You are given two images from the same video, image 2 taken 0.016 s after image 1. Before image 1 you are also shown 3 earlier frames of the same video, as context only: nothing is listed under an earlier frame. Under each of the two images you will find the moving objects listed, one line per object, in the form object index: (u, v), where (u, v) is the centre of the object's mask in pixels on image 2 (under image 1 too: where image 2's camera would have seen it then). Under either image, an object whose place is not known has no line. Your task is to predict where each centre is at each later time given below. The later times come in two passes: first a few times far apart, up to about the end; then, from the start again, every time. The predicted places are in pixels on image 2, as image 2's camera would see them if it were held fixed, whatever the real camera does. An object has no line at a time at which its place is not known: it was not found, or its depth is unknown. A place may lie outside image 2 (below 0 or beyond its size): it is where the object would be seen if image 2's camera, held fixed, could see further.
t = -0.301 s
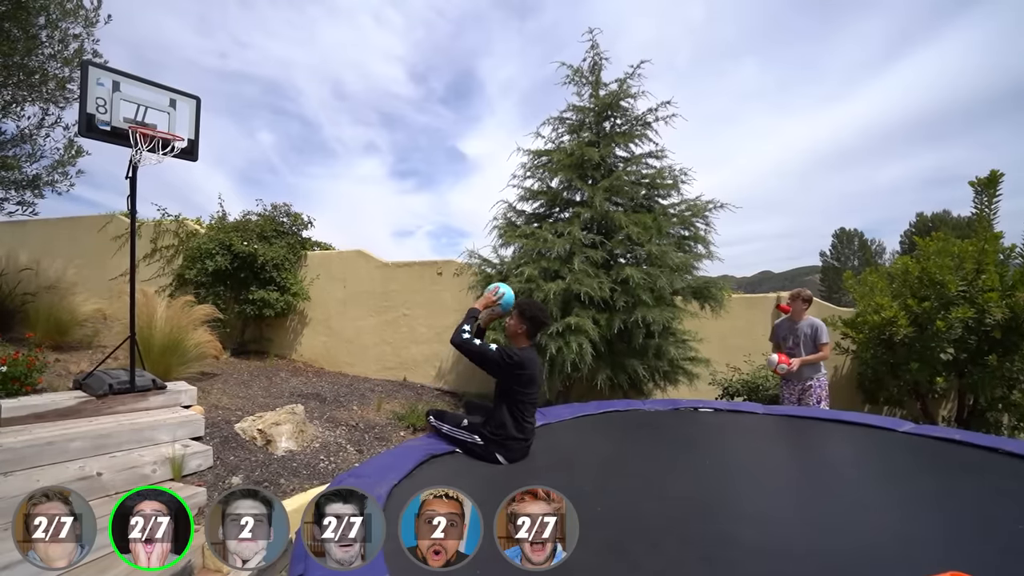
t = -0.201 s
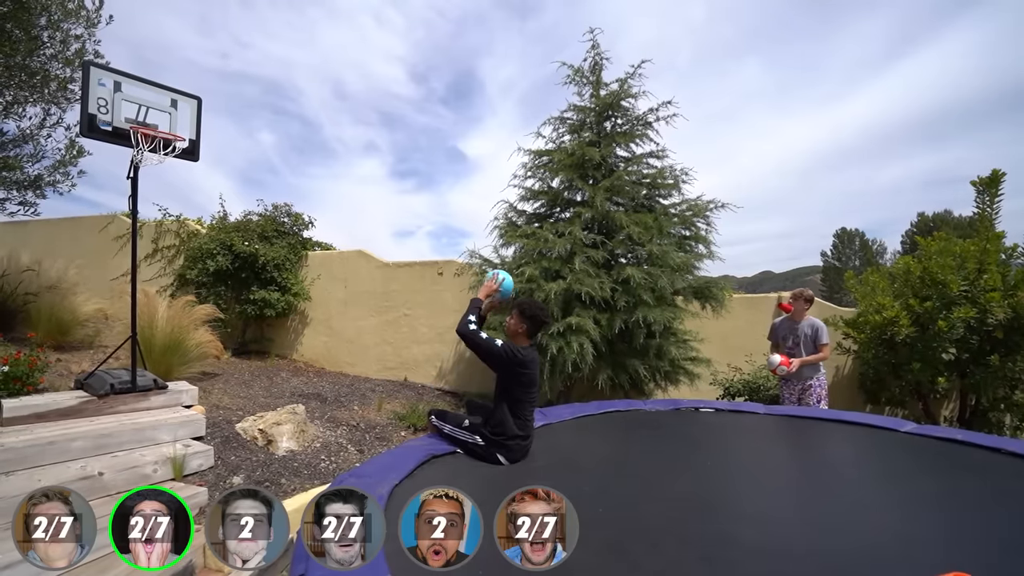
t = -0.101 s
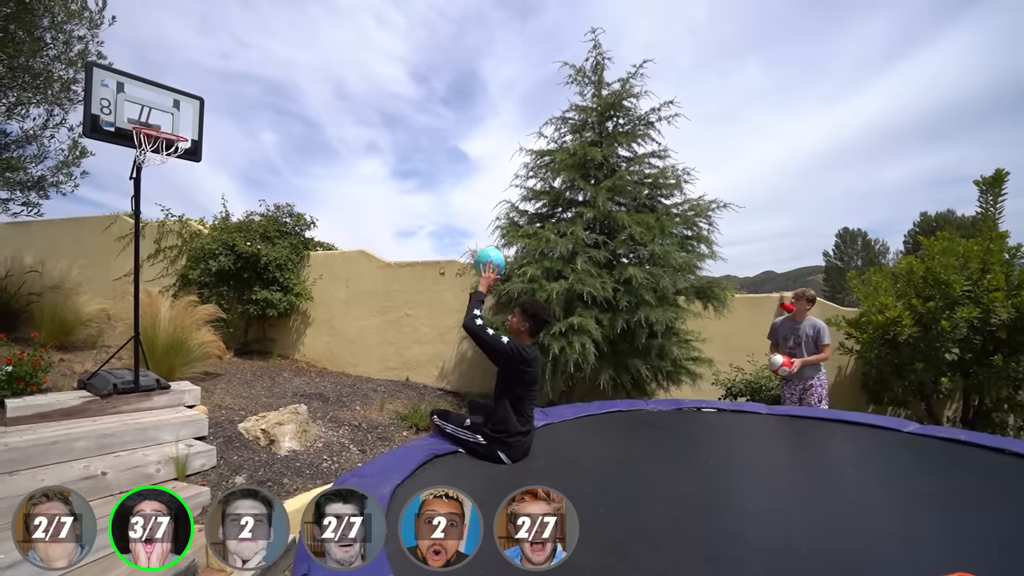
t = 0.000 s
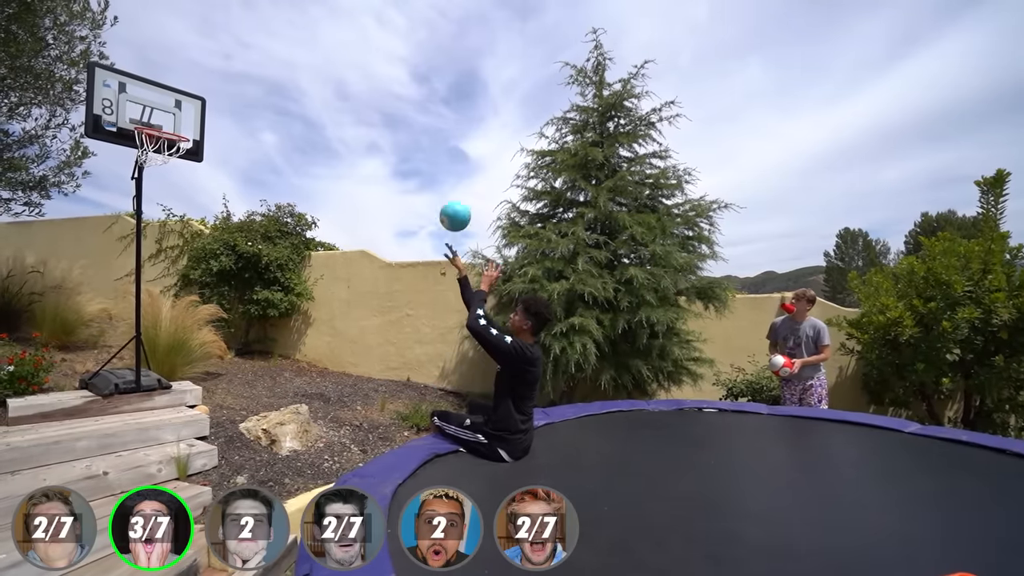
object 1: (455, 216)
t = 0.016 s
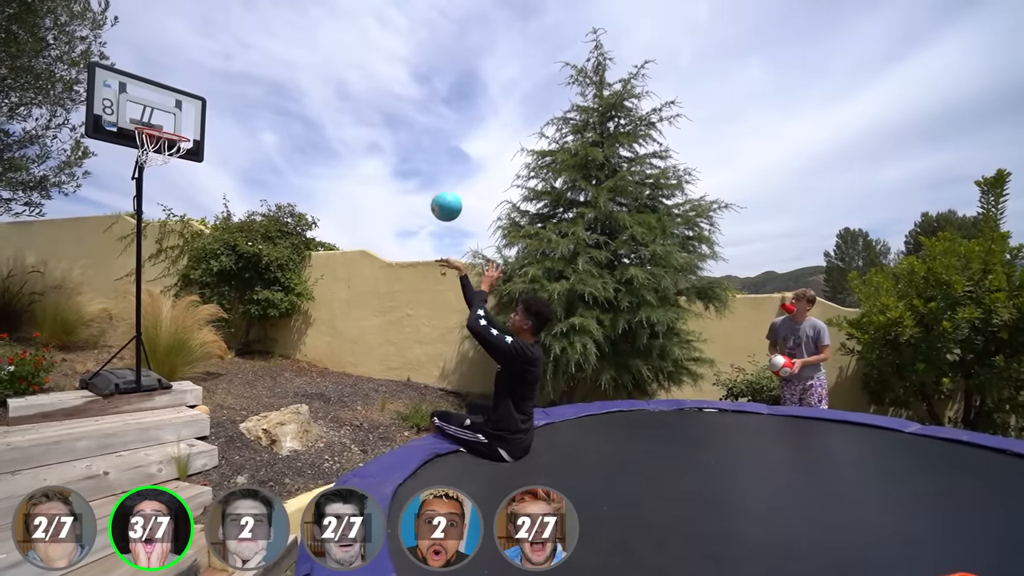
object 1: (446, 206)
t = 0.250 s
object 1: (332, 117)
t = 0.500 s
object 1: (225, 107)
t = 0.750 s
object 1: (152, 159)
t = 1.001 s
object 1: (131, 286)
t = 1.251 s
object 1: (112, 365)
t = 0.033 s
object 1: (437, 196)
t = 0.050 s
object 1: (429, 187)
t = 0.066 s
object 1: (421, 179)
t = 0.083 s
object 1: (412, 171)
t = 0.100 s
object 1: (404, 164)
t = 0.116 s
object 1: (395, 157)
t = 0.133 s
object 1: (387, 150)
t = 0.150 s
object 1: (379, 144)
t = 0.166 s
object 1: (371, 139)
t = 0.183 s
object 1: (363, 134)
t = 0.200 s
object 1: (355, 129)
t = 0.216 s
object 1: (348, 125)
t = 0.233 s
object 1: (340, 121)
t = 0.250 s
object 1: (332, 117)
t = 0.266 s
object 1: (325, 114)
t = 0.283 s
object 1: (317, 112)
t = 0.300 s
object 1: (310, 109)
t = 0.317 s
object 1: (302, 107)
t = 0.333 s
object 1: (295, 106)
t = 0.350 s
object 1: (288, 104)
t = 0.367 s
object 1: (281, 103)
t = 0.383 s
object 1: (273, 102)
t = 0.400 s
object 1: (266, 102)
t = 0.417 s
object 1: (260, 102)
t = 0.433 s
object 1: (253, 102)
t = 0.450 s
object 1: (246, 103)
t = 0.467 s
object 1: (239, 104)
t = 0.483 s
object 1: (232, 105)
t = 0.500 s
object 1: (225, 107)
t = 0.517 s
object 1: (219, 109)
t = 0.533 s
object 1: (212, 112)
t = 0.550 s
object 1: (205, 114)
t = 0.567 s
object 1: (199, 117)
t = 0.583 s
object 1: (192, 120)
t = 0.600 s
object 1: (185, 124)
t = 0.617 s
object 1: (179, 126)
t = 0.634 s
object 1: (174, 126)
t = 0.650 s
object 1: (168, 133)
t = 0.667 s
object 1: (161, 136)
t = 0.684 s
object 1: (159, 140)
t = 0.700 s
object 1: (157, 143)
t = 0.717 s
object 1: (155, 148)
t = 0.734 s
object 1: (154, 154)
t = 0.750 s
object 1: (152, 159)
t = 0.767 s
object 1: (151, 165)
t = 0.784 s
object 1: (150, 171)
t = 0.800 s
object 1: (148, 177)
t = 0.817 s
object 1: (147, 185)
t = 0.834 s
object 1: (146, 192)
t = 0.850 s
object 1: (144, 199)
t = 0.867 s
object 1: (143, 208)
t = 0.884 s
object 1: (142, 216)
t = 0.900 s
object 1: (140, 224)
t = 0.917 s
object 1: (139, 234)
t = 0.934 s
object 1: (138, 243)
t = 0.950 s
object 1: (136, 253)
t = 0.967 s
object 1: (134, 263)
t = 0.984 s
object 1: (133, 275)
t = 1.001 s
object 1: (131, 286)
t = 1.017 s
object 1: (130, 298)
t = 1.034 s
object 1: (128, 311)
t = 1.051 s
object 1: (127, 323)
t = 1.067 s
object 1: (125, 336)
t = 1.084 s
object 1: (124, 349)
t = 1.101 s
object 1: (123, 364)
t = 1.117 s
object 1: (121, 379)
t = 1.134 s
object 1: (119, 394)
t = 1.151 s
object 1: (117, 411)
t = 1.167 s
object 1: (116, 416)
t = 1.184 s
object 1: (115, 405)
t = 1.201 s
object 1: (114, 394)
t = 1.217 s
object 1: (114, 385)
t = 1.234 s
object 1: (113, 375)
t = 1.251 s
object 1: (112, 365)
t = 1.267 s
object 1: (112, 356)
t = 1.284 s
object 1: (111, 347)
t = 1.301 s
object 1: (110, 339)
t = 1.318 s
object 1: (109, 331)
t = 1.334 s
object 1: (108, 322)
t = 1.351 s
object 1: (107, 315)
